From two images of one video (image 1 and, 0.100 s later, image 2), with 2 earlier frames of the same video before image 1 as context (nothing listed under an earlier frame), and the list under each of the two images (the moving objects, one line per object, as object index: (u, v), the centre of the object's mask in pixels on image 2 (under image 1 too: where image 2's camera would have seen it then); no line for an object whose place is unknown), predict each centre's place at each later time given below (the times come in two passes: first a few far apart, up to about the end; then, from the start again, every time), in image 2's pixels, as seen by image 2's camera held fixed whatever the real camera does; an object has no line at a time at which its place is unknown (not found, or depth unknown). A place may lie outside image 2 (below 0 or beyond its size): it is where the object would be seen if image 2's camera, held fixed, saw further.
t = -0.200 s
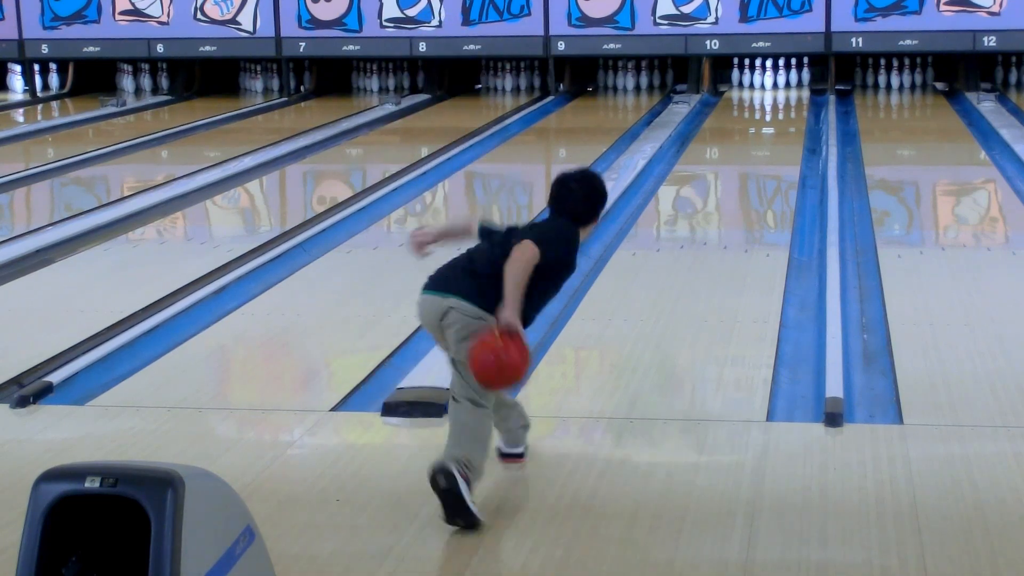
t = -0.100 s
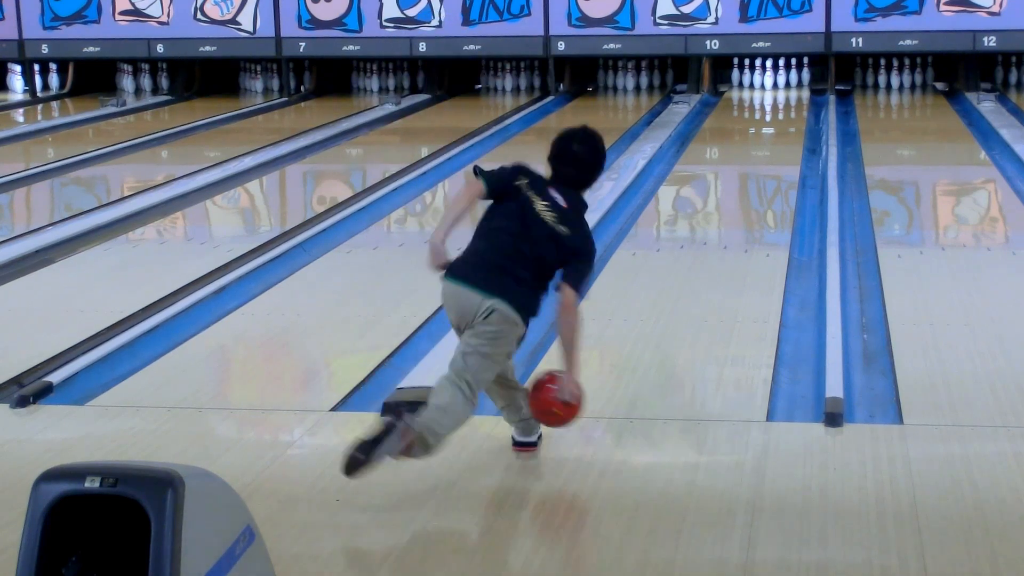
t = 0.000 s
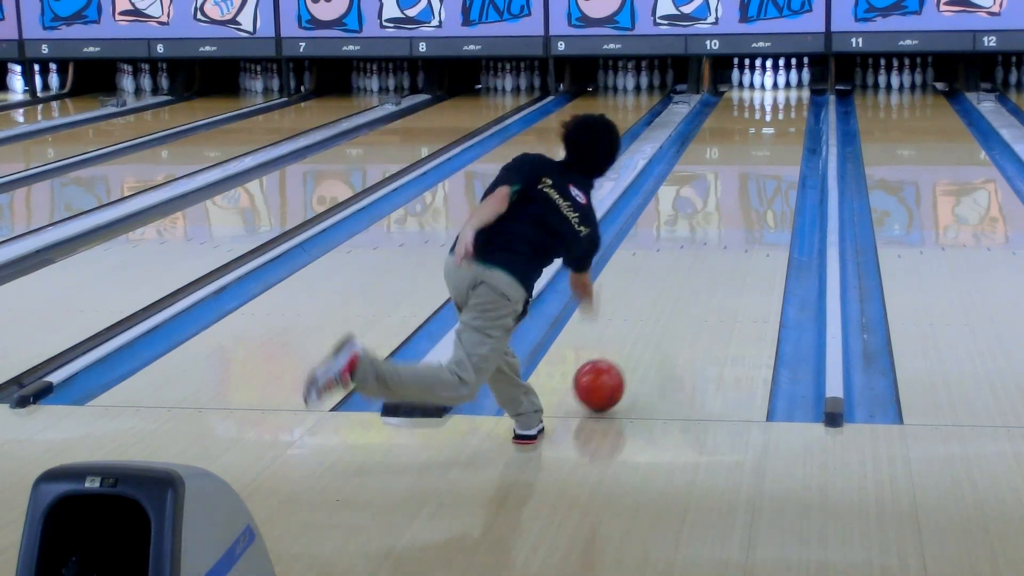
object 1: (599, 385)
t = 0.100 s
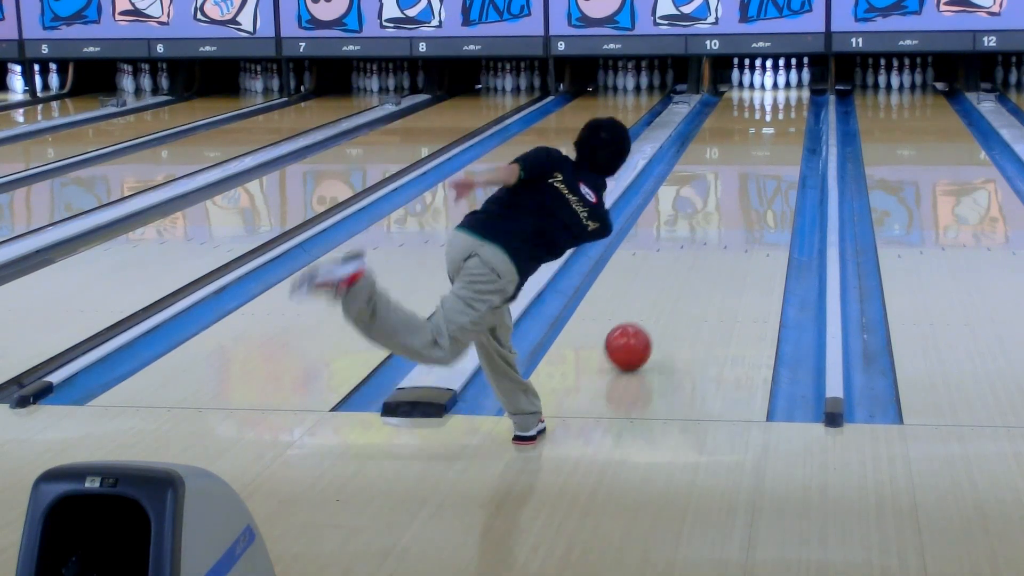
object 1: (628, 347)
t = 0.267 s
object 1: (666, 294)
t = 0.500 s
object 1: (704, 239)
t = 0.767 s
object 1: (734, 195)
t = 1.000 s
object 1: (753, 167)
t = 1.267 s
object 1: (768, 141)
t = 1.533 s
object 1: (779, 120)
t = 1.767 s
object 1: (782, 106)
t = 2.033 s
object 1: (781, 94)
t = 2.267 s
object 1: (774, 84)
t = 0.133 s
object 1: (636, 335)
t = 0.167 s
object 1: (645, 324)
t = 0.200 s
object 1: (652, 313)
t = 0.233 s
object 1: (659, 303)
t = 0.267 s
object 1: (666, 294)
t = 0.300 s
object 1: (672, 285)
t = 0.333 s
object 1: (678, 276)
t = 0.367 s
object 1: (684, 268)
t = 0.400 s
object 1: (689, 260)
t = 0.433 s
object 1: (695, 253)
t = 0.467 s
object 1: (699, 246)
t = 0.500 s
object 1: (704, 239)
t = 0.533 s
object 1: (708, 233)
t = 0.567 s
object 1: (713, 227)
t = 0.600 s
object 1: (717, 221)
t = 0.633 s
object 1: (721, 216)
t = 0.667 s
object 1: (724, 210)
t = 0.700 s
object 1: (728, 205)
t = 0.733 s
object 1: (731, 201)
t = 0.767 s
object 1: (734, 195)
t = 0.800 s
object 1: (737, 191)
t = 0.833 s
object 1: (740, 187)
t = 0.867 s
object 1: (743, 183)
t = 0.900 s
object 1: (746, 179)
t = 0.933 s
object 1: (748, 175)
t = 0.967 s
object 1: (750, 171)
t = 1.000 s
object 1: (753, 167)
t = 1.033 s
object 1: (755, 163)
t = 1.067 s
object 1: (757, 160)
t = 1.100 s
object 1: (759, 156)
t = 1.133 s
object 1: (761, 153)
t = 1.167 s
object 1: (763, 150)
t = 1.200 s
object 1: (765, 147)
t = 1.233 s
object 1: (766, 144)
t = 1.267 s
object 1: (768, 141)
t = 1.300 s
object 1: (770, 138)
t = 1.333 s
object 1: (771, 135)
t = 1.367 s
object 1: (772, 133)
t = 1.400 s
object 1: (773, 130)
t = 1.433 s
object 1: (775, 128)
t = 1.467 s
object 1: (776, 126)
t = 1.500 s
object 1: (777, 123)
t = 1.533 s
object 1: (779, 120)
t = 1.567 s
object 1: (779, 119)
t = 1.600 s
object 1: (780, 117)
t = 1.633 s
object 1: (781, 114)
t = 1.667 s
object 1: (781, 112)
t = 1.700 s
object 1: (782, 110)
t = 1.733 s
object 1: (782, 108)
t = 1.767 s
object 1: (782, 106)
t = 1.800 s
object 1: (783, 105)
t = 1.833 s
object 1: (783, 103)
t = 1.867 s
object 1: (783, 101)
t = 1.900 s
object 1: (783, 100)
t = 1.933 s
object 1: (782, 99)
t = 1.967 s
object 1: (783, 97)
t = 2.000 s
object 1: (782, 95)
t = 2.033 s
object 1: (781, 94)
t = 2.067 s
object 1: (780, 92)
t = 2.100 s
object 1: (780, 91)
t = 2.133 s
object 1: (779, 89)
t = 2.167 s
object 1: (778, 88)
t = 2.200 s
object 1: (777, 86)
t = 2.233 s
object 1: (775, 85)
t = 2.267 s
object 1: (774, 84)
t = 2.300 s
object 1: (773, 83)
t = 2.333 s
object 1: (773, 82)
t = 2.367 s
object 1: (772, 81)
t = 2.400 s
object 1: (772, 80)
